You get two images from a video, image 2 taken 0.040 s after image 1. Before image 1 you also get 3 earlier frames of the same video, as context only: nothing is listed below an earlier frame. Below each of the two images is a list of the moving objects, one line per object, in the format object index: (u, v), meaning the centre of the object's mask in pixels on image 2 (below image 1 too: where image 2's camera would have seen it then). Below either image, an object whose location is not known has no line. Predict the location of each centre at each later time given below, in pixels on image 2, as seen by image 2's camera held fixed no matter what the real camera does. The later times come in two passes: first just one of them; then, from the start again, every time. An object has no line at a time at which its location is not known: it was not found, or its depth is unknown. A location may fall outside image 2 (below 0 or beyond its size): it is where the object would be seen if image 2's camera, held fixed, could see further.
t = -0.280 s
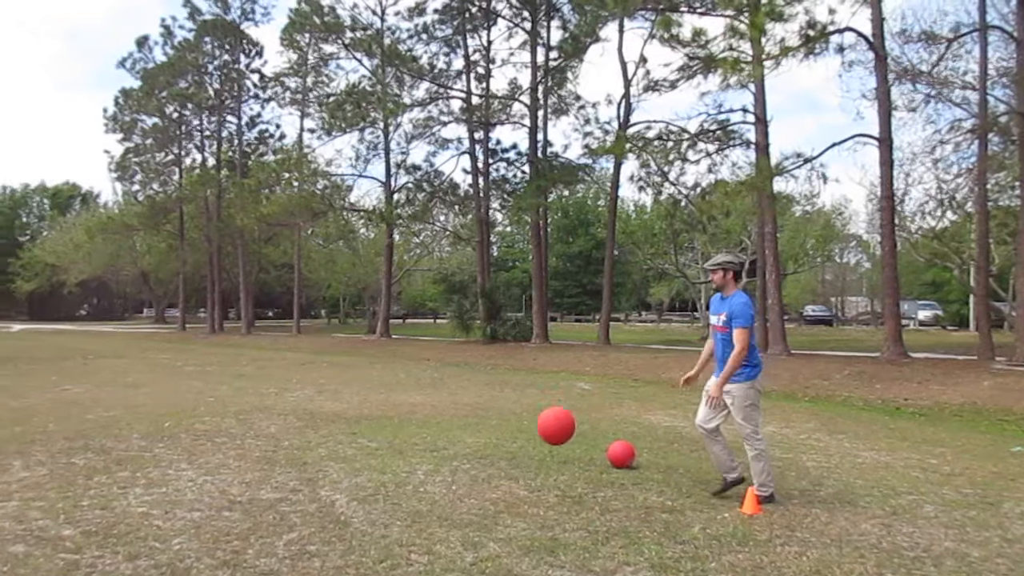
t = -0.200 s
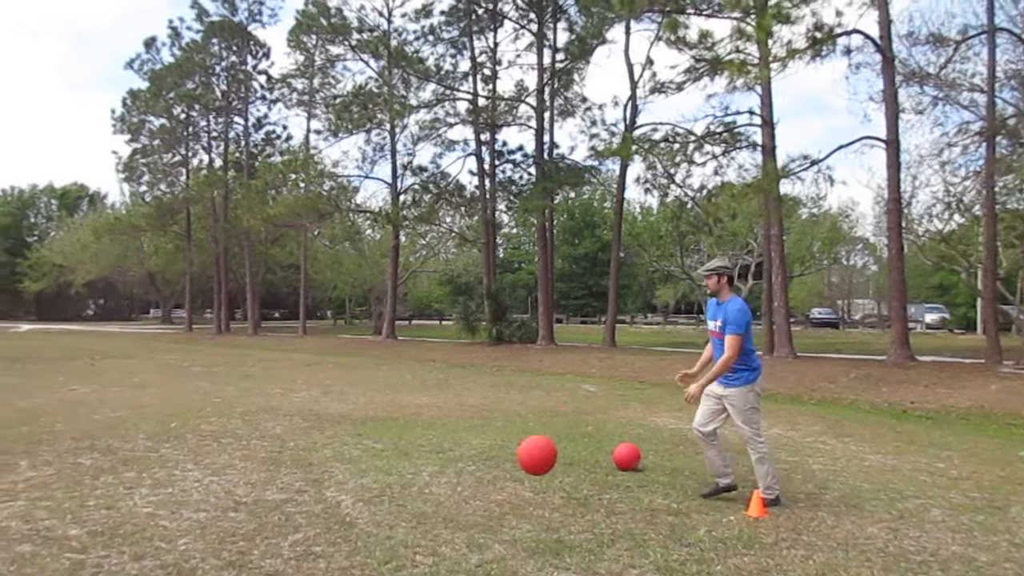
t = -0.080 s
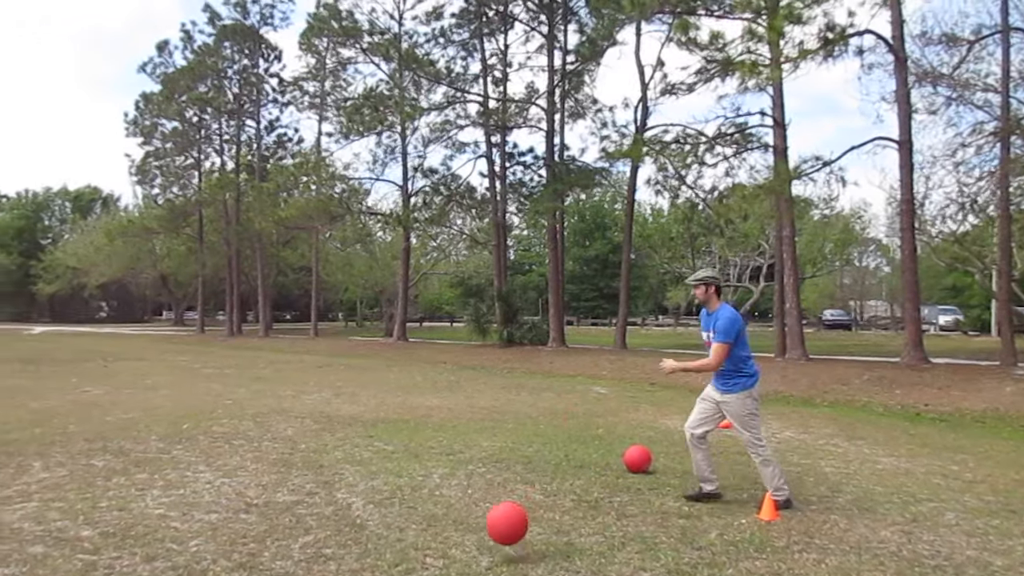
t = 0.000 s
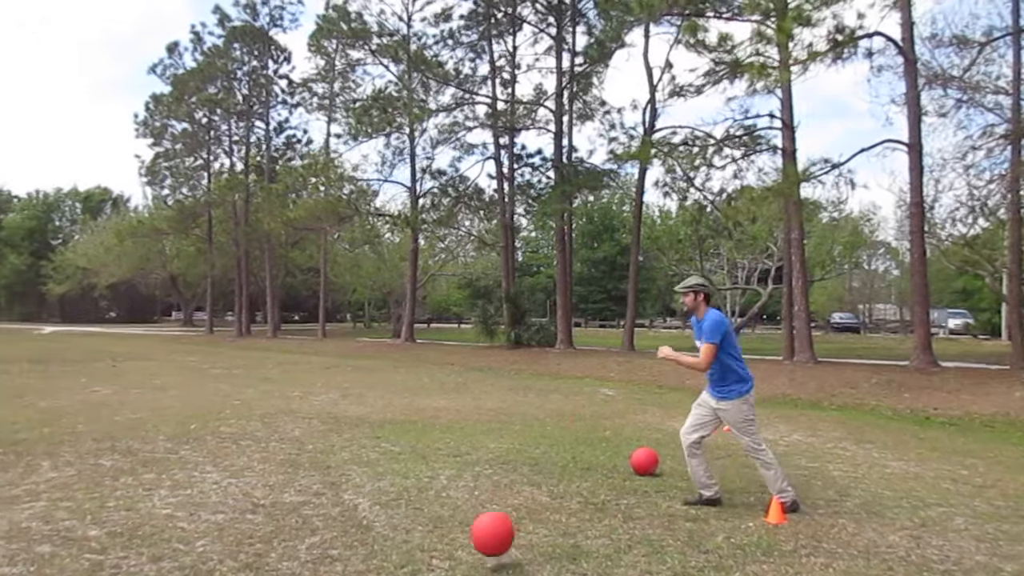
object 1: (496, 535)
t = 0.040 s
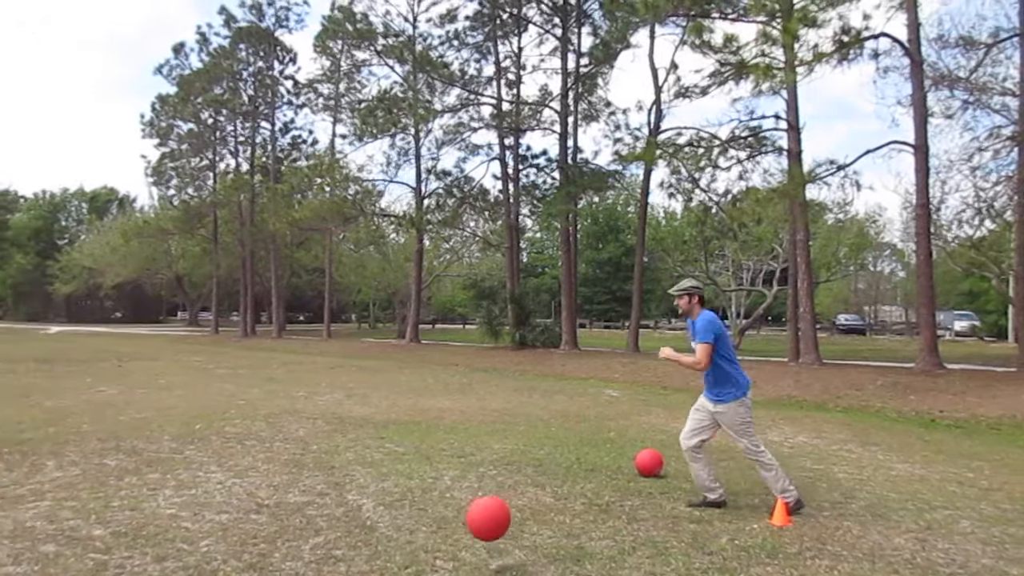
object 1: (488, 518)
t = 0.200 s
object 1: (453, 477)
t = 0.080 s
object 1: (480, 504)
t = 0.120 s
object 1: (471, 492)
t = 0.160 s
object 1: (462, 483)
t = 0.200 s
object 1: (453, 477)
